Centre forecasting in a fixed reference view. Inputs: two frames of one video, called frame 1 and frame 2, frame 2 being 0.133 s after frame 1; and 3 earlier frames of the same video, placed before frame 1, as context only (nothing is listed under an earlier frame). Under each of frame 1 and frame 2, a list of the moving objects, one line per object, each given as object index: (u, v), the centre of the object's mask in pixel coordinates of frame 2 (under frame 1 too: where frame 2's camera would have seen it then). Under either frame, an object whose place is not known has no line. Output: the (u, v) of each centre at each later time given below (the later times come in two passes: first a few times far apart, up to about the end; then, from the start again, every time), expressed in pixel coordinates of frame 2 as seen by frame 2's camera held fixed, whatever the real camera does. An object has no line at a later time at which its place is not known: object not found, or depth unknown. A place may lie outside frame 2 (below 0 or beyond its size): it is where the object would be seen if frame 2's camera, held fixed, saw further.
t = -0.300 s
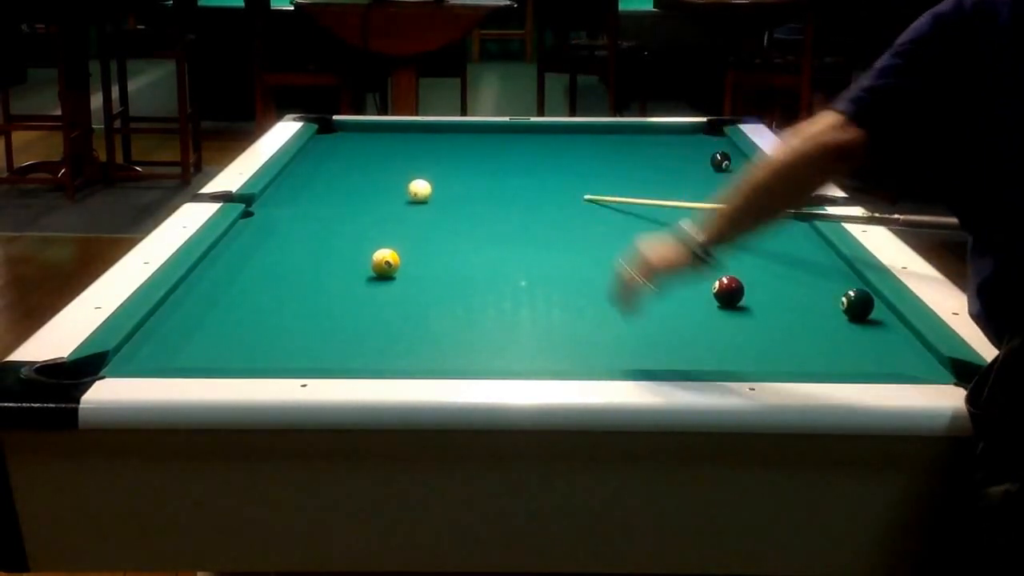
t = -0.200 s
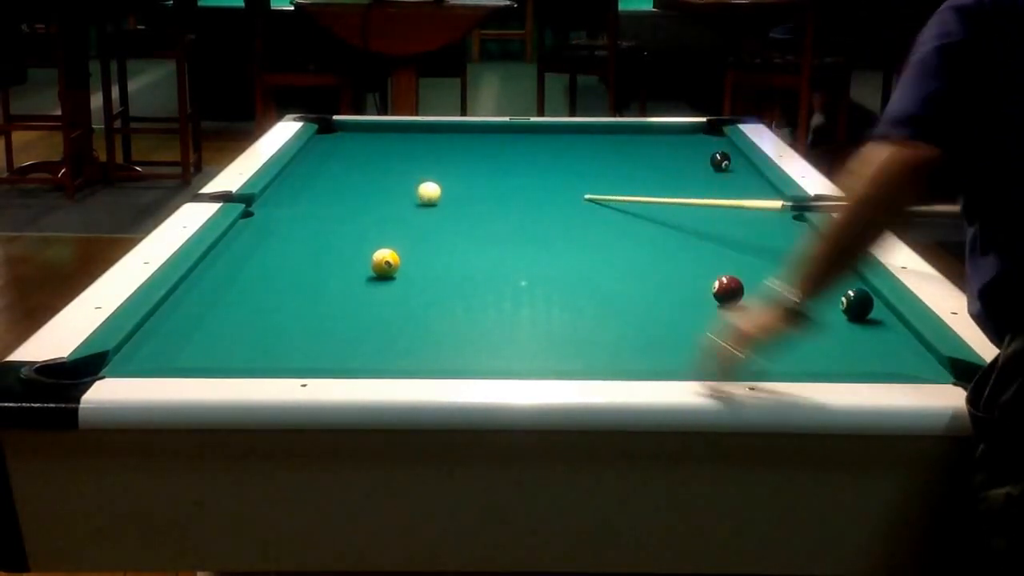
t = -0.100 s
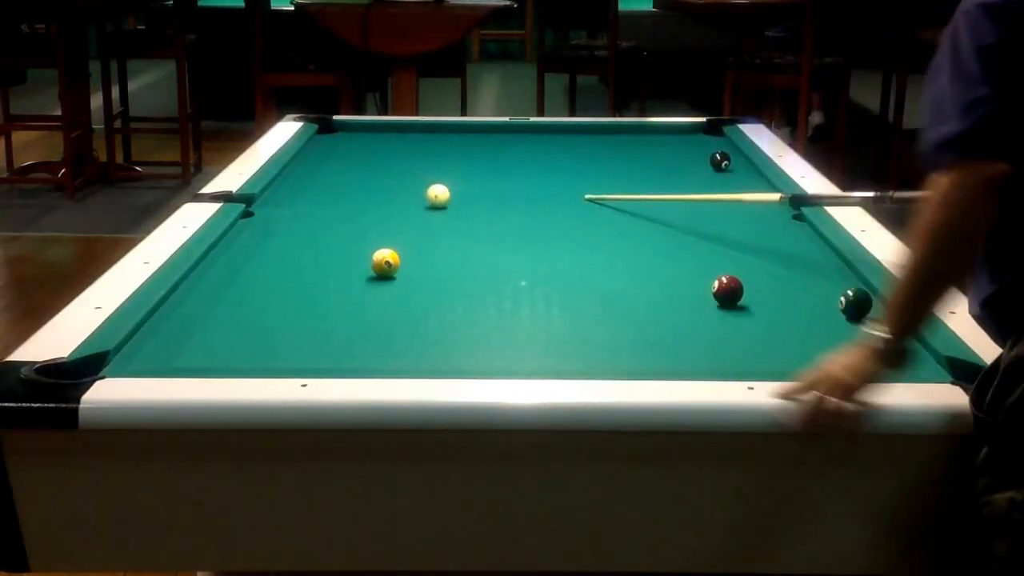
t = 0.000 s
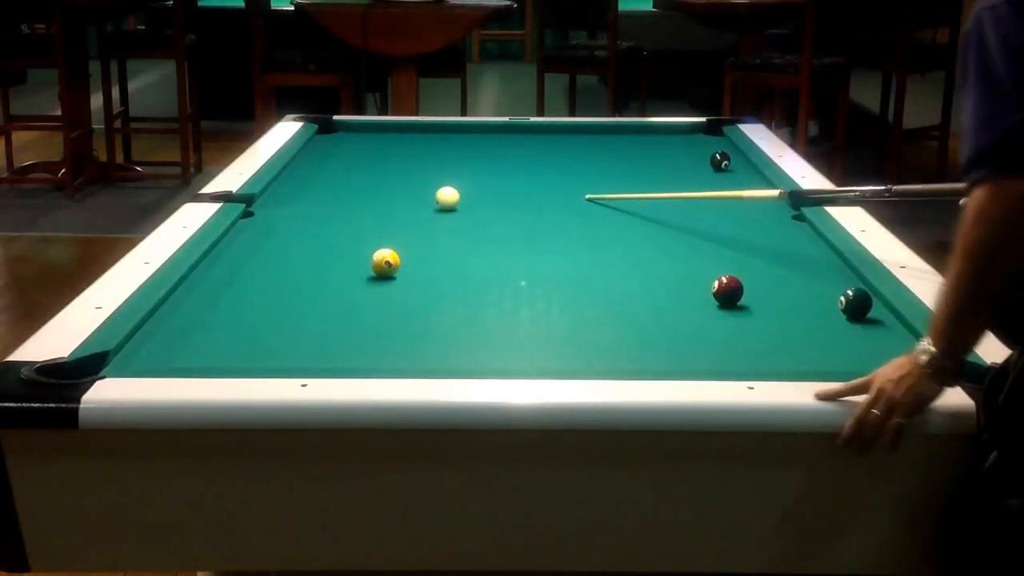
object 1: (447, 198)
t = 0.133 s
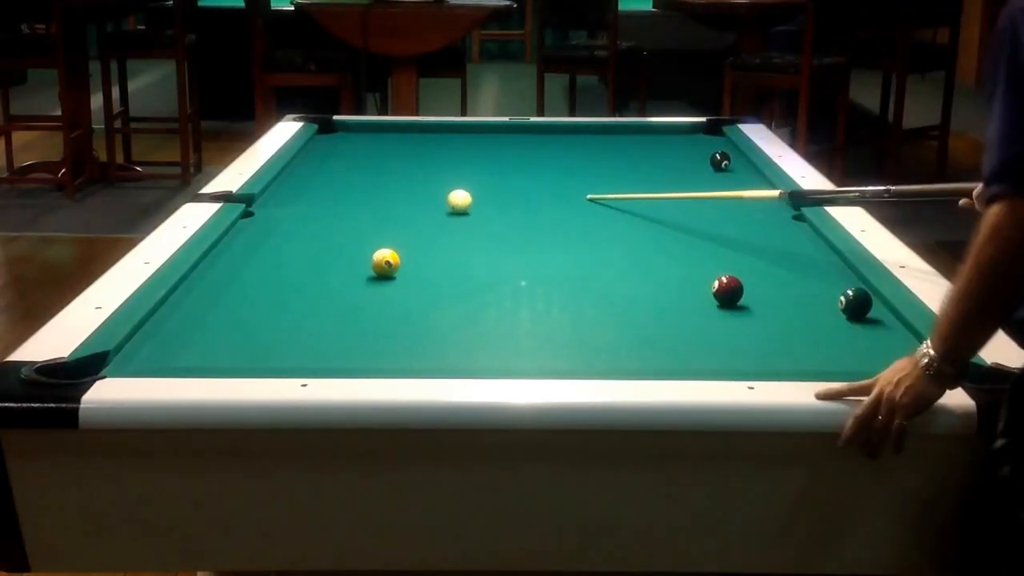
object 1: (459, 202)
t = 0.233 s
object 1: (468, 204)
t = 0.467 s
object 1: (488, 210)
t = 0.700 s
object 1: (508, 215)
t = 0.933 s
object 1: (528, 220)
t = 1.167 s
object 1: (546, 225)
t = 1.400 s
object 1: (563, 229)
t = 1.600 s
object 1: (577, 233)
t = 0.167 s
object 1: (461, 203)
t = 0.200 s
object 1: (465, 203)
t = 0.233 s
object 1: (468, 204)
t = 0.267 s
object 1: (471, 205)
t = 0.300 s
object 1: (474, 206)
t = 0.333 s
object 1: (477, 206)
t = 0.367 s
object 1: (479, 207)
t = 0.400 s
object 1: (482, 208)
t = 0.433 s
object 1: (485, 209)
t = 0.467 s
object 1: (488, 210)
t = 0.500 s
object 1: (491, 210)
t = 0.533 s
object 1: (494, 211)
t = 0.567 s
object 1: (497, 212)
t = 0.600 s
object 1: (500, 213)
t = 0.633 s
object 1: (503, 213)
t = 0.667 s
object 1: (506, 214)
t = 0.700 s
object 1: (508, 215)
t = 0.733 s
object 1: (511, 216)
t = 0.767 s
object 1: (514, 216)
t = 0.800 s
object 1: (517, 217)
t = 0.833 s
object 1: (520, 218)
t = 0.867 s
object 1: (522, 219)
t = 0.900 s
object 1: (525, 219)
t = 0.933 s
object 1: (528, 220)
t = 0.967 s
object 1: (530, 221)
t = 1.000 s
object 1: (533, 221)
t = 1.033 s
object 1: (536, 222)
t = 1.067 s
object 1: (538, 223)
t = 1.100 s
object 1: (541, 223)
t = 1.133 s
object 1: (543, 224)
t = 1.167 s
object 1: (546, 225)
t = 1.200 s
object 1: (548, 225)
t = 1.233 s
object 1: (551, 226)
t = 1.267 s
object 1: (553, 227)
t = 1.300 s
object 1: (556, 228)
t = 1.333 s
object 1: (558, 228)
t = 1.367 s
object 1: (561, 229)
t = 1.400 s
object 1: (563, 229)
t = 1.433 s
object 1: (565, 230)
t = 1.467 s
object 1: (568, 231)
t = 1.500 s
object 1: (570, 231)
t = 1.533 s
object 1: (572, 232)
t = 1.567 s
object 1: (575, 232)
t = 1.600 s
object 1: (577, 233)
